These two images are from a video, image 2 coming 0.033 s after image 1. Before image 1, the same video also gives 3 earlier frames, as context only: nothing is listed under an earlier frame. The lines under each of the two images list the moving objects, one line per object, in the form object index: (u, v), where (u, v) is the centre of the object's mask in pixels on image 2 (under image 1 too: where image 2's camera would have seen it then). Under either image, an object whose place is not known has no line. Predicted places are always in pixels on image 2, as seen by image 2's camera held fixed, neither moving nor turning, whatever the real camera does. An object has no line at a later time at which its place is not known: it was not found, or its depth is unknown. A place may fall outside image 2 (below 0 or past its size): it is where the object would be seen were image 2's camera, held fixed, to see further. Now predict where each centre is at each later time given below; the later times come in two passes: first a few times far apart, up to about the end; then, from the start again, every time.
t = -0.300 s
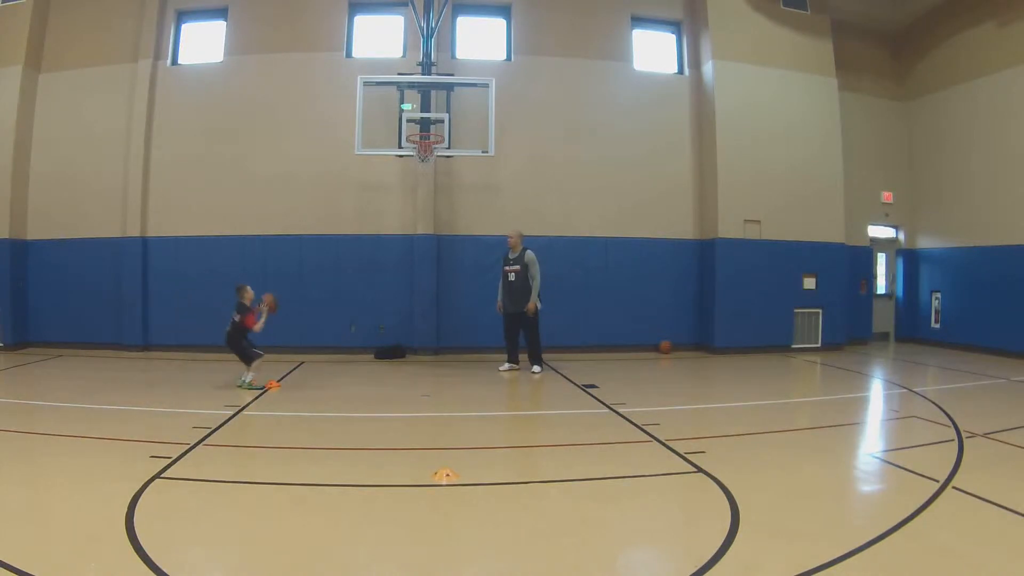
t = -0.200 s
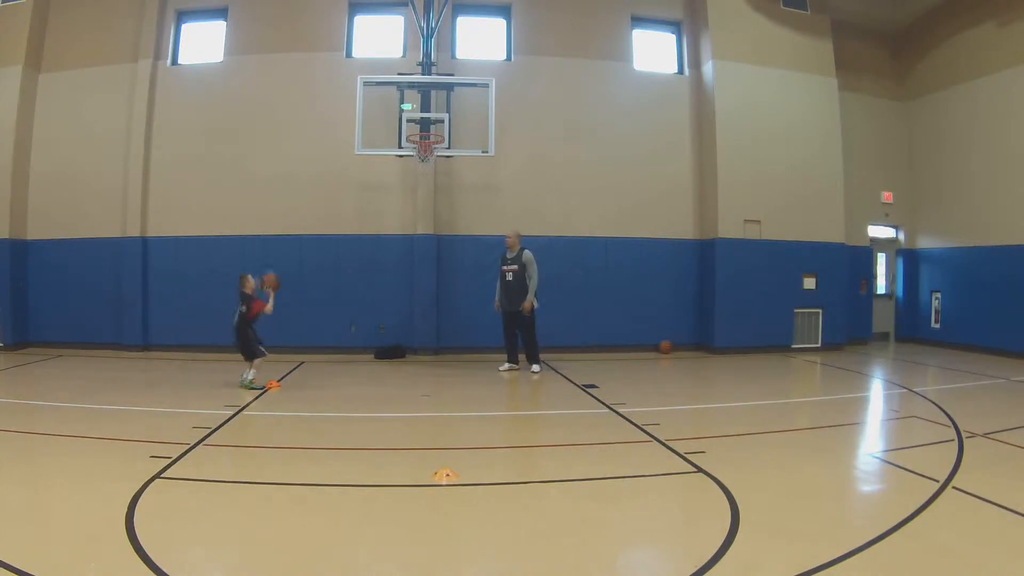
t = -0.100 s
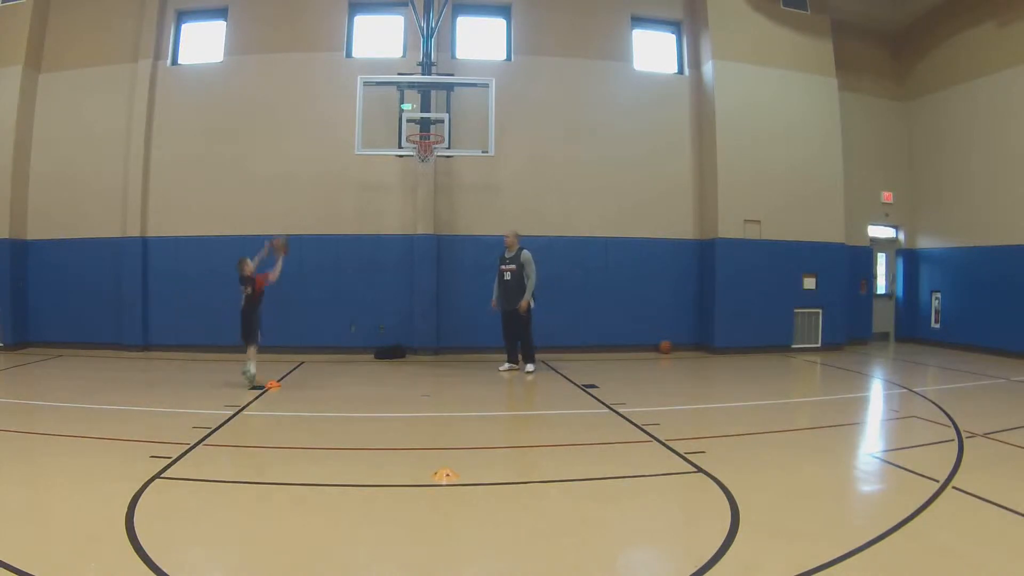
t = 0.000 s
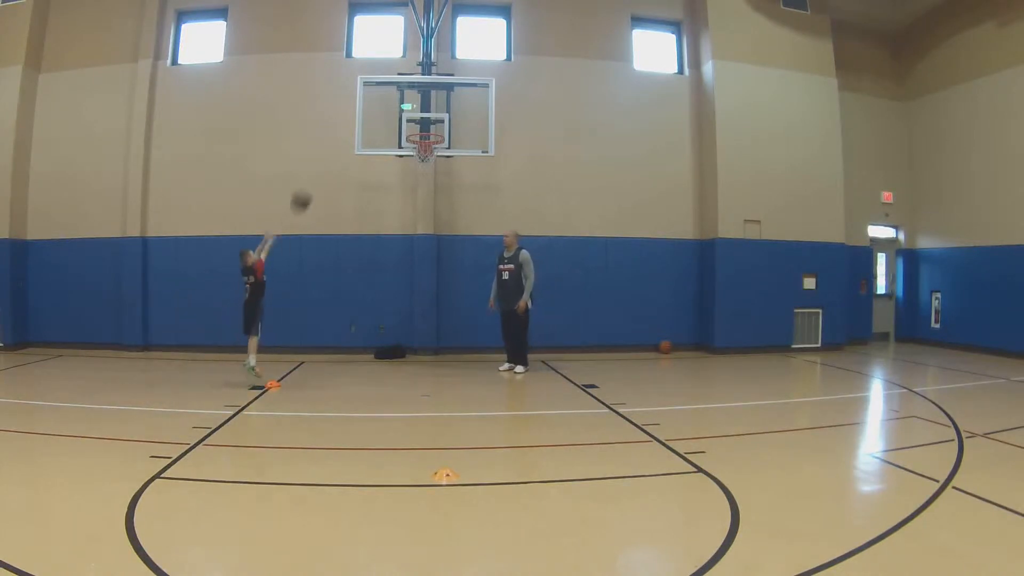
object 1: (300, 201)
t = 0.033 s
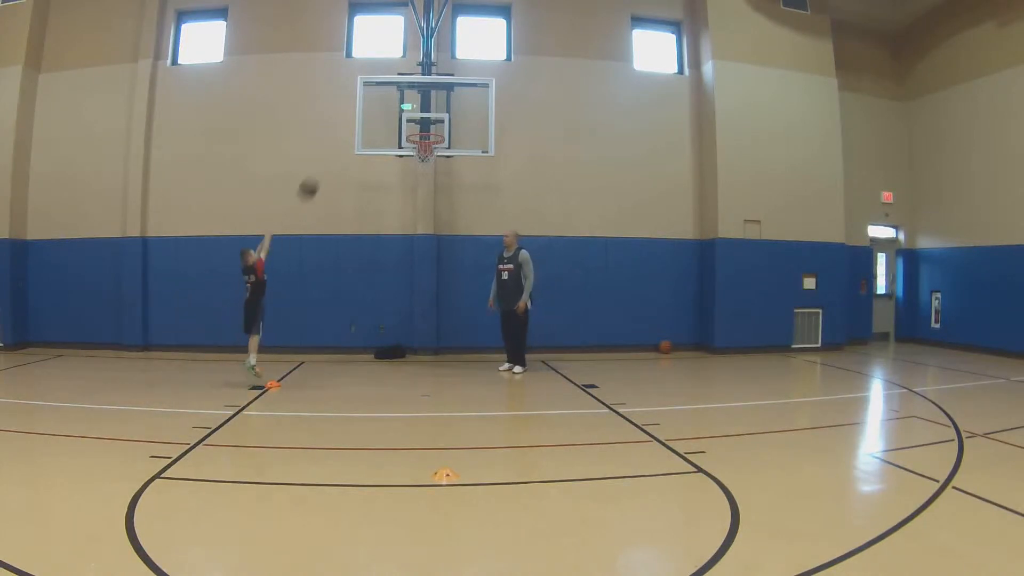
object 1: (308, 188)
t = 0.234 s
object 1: (348, 135)
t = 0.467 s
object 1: (391, 116)
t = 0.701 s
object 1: (416, 127)
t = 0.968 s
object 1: (429, 157)
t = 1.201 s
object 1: (429, 199)
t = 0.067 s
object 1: (314, 177)
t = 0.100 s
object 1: (321, 166)
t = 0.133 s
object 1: (328, 157)
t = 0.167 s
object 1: (335, 148)
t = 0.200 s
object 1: (341, 141)
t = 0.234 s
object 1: (348, 135)
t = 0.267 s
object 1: (355, 129)
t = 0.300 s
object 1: (361, 125)
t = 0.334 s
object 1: (368, 121)
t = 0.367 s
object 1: (374, 118)
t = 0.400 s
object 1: (379, 117)
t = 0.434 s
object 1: (385, 116)
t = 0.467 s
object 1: (391, 116)
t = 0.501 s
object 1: (397, 116)
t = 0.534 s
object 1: (401, 117)
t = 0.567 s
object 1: (404, 117)
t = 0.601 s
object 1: (407, 119)
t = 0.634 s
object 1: (410, 121)
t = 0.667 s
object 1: (414, 125)
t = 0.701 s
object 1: (416, 127)
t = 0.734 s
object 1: (420, 129)
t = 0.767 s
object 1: (424, 137)
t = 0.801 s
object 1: (426, 151)
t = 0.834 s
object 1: (427, 153)
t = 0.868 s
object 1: (430, 157)
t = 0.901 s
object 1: (430, 158)
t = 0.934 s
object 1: (429, 157)
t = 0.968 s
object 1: (429, 157)
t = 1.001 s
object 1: (431, 162)
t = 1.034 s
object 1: (430, 162)
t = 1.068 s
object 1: (431, 170)
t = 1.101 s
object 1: (431, 177)
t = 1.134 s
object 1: (430, 184)
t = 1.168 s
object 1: (430, 191)
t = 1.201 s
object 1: (429, 199)
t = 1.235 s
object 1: (429, 208)
